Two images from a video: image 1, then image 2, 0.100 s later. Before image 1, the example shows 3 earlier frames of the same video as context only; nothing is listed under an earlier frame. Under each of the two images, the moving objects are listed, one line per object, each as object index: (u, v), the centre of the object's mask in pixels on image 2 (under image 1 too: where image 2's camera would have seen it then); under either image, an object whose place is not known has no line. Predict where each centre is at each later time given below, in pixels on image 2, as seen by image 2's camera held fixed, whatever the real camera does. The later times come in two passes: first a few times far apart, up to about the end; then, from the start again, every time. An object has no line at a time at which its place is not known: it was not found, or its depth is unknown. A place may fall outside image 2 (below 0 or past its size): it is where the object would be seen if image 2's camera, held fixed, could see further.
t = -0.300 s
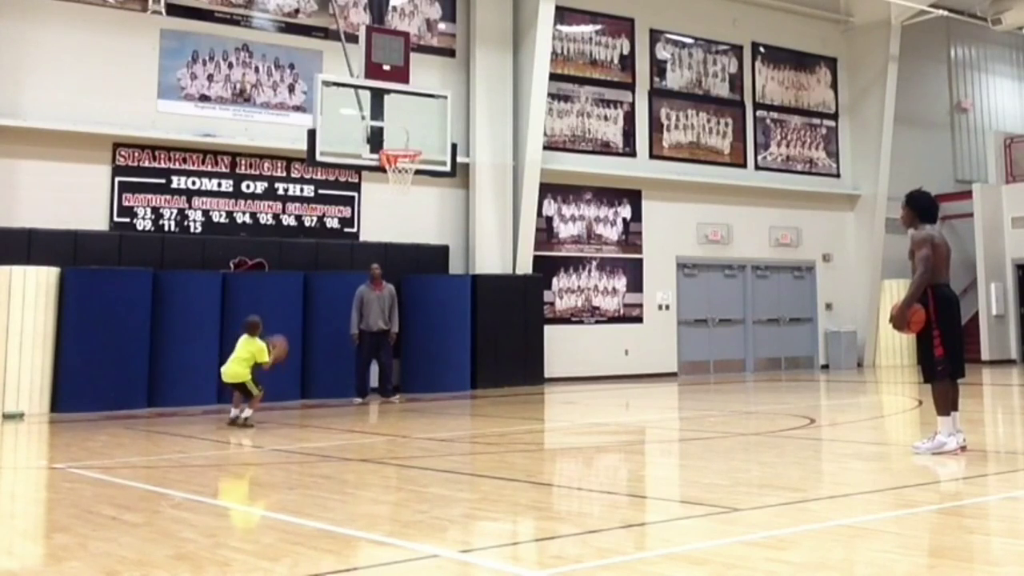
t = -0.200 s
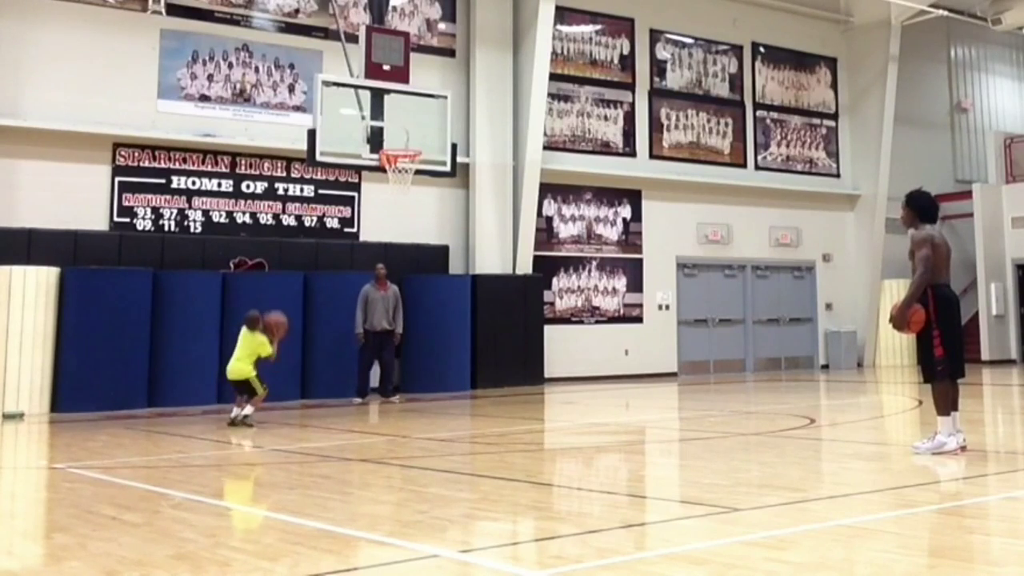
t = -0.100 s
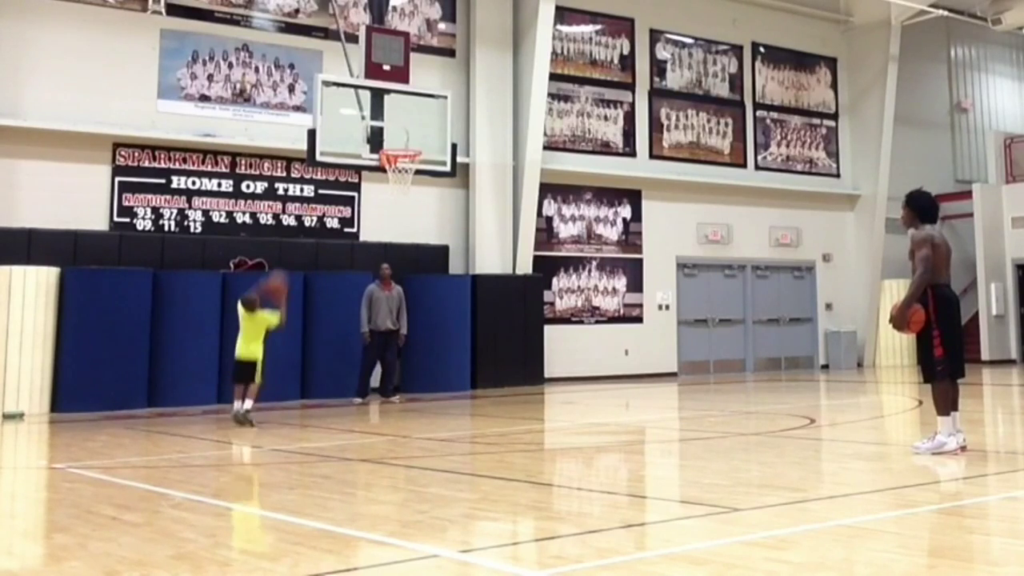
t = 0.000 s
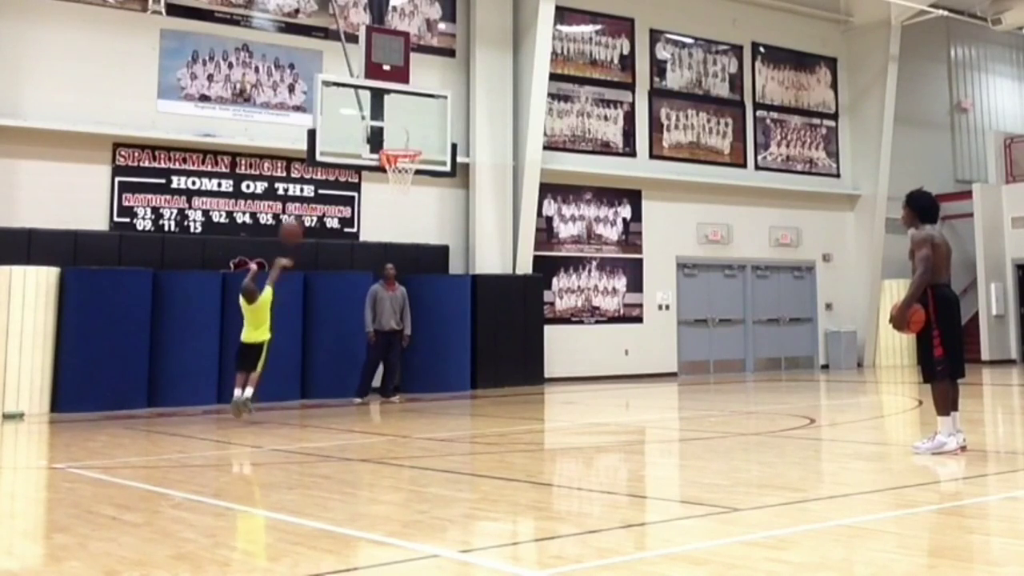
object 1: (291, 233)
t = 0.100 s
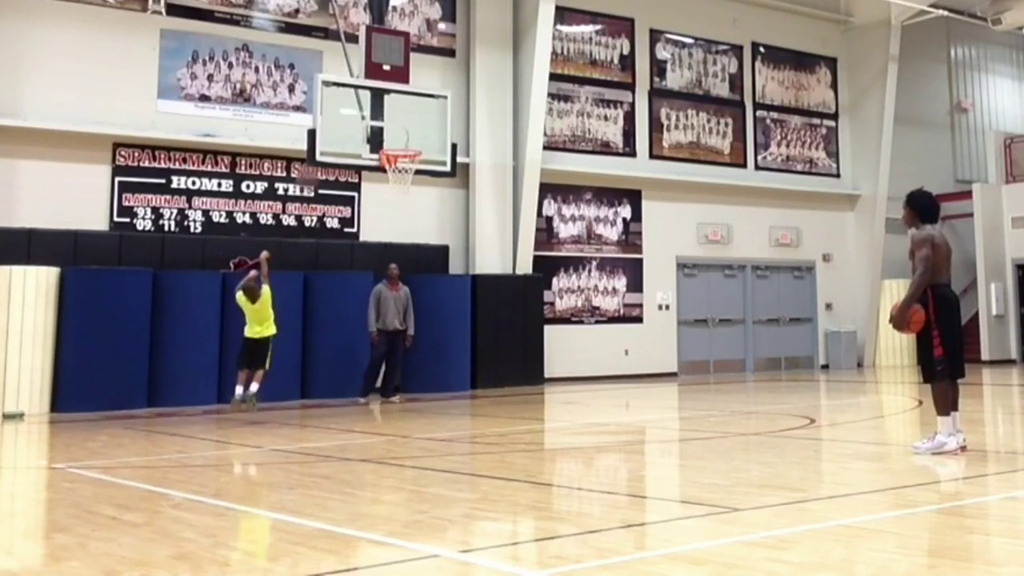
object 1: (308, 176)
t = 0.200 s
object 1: (322, 141)
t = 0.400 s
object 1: (348, 98)
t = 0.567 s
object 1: (366, 89)
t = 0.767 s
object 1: (387, 107)
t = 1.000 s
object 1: (402, 149)
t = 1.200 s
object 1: (402, 153)
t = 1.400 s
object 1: (400, 161)
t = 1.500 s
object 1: (398, 173)
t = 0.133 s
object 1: (311, 166)
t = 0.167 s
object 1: (316, 155)
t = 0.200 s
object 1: (322, 141)
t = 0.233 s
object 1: (326, 132)
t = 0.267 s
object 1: (331, 123)
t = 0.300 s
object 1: (334, 115)
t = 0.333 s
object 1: (339, 109)
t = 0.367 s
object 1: (343, 103)
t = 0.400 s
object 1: (348, 98)
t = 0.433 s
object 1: (351, 94)
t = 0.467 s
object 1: (355, 92)
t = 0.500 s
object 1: (359, 90)
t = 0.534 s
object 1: (363, 89)
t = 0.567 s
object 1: (366, 89)
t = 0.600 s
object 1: (370, 90)
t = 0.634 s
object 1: (374, 92)
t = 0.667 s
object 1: (377, 94)
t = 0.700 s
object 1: (381, 97)
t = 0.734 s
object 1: (383, 101)
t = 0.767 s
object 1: (387, 107)
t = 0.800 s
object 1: (391, 113)
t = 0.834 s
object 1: (394, 120)
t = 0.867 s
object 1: (397, 128)
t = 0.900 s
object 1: (400, 136)
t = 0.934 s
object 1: (403, 143)
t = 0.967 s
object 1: (403, 148)
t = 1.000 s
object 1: (402, 149)
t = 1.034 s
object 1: (399, 150)
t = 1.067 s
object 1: (399, 150)
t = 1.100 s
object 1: (400, 151)
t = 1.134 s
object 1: (401, 152)
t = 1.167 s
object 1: (402, 153)
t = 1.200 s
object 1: (402, 153)
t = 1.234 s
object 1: (402, 154)
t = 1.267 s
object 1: (401, 156)
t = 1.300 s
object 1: (401, 159)
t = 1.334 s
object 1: (401, 160)
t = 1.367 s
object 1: (399, 161)
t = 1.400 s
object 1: (400, 161)
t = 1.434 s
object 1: (400, 163)
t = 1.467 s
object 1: (398, 168)
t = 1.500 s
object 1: (398, 173)
